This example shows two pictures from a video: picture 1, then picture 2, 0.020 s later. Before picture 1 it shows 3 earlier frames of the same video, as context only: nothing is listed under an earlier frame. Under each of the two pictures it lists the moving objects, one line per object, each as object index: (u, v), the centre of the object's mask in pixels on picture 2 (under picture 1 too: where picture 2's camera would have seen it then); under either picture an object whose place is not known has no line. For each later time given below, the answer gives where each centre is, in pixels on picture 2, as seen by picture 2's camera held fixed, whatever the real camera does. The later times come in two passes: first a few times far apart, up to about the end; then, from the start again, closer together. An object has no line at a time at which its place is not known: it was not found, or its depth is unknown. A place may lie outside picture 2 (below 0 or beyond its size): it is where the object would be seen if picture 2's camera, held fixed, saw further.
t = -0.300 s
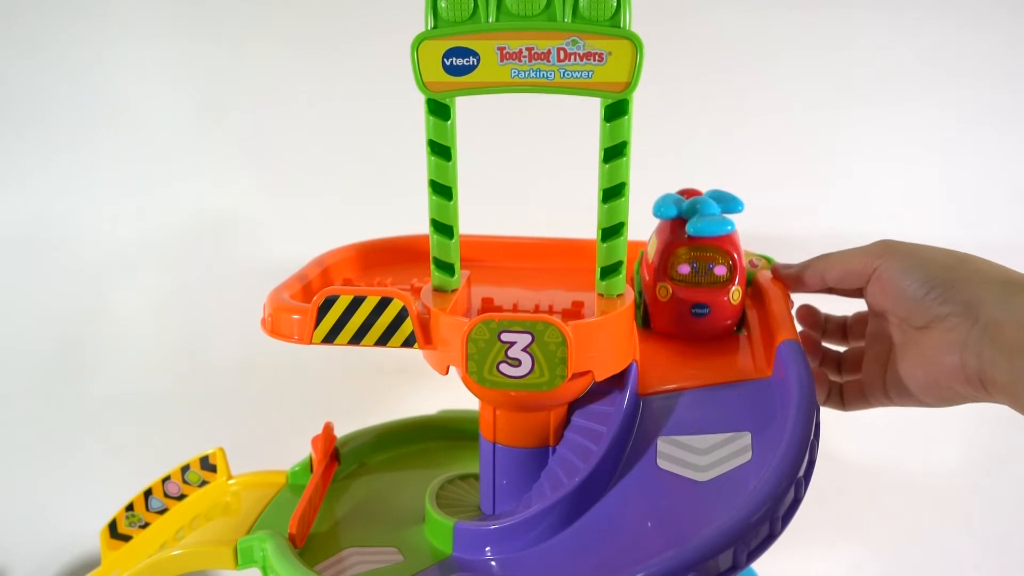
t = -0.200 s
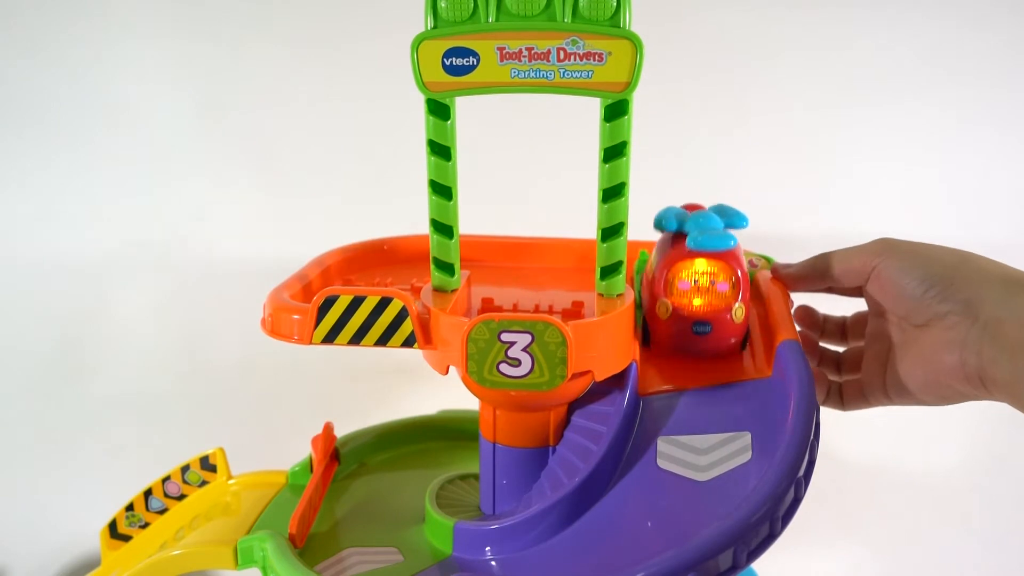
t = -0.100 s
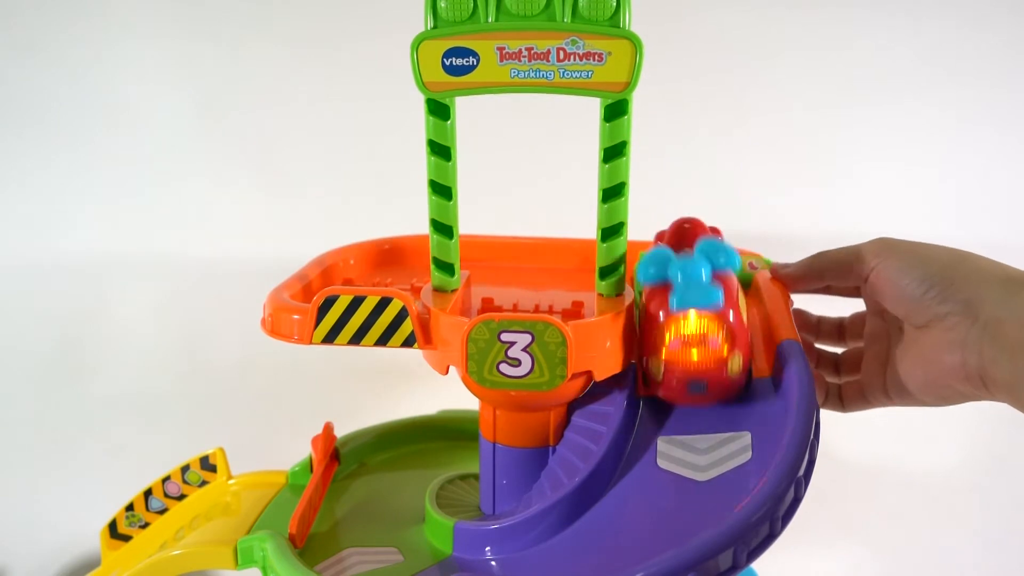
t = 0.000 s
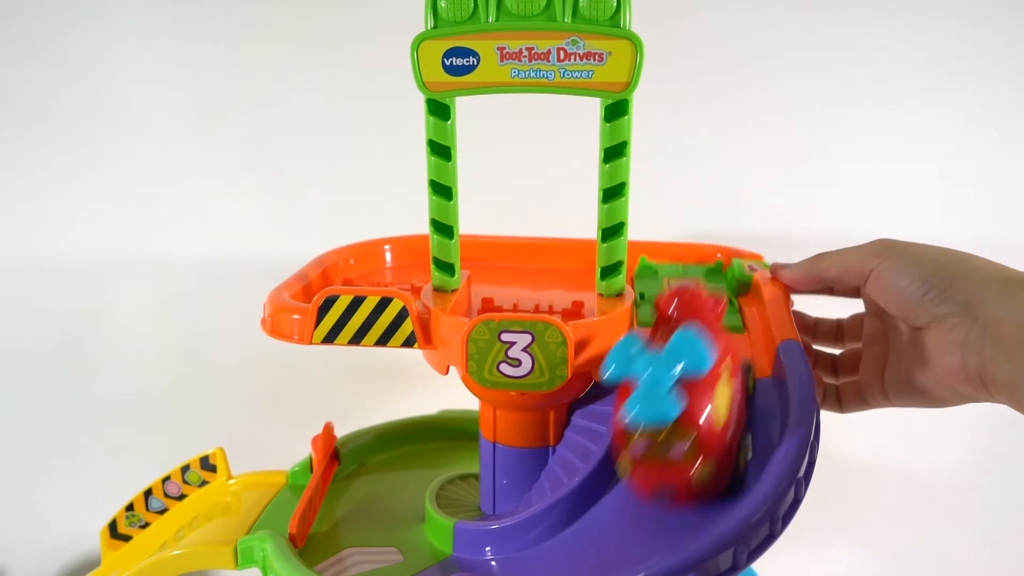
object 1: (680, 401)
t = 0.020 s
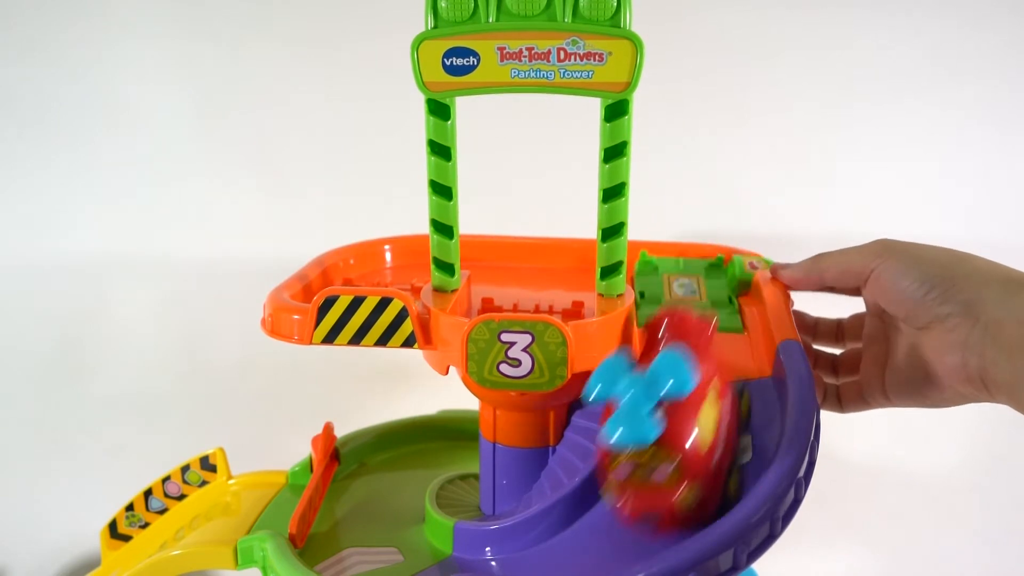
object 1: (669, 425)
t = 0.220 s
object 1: (450, 513)
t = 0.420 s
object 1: (371, 492)
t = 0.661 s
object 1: (371, 483)
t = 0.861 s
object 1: (372, 483)
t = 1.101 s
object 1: (372, 483)
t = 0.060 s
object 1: (634, 464)
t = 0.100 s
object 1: (593, 484)
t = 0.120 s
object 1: (570, 492)
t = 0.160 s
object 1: (524, 504)
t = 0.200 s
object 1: (475, 511)
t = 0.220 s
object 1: (450, 513)
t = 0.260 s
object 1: (411, 514)
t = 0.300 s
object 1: (387, 509)
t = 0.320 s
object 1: (378, 508)
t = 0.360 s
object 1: (370, 502)
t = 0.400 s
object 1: (372, 495)
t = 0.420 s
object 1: (371, 492)
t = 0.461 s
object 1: (370, 487)
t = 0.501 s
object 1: (370, 483)
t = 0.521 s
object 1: (371, 483)
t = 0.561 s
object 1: (371, 483)
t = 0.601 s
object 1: (371, 483)
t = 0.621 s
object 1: (371, 483)
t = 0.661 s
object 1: (371, 483)
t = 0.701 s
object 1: (372, 483)
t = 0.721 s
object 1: (372, 484)
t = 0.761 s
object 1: (372, 484)
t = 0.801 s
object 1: (372, 483)
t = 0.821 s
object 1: (372, 483)
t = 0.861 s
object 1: (372, 483)
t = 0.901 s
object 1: (372, 483)
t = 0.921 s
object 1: (372, 483)
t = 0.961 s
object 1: (372, 483)
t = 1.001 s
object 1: (372, 484)
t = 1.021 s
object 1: (372, 484)
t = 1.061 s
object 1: (372, 483)
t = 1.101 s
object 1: (372, 483)
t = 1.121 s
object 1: (372, 483)
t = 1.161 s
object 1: (372, 483)
